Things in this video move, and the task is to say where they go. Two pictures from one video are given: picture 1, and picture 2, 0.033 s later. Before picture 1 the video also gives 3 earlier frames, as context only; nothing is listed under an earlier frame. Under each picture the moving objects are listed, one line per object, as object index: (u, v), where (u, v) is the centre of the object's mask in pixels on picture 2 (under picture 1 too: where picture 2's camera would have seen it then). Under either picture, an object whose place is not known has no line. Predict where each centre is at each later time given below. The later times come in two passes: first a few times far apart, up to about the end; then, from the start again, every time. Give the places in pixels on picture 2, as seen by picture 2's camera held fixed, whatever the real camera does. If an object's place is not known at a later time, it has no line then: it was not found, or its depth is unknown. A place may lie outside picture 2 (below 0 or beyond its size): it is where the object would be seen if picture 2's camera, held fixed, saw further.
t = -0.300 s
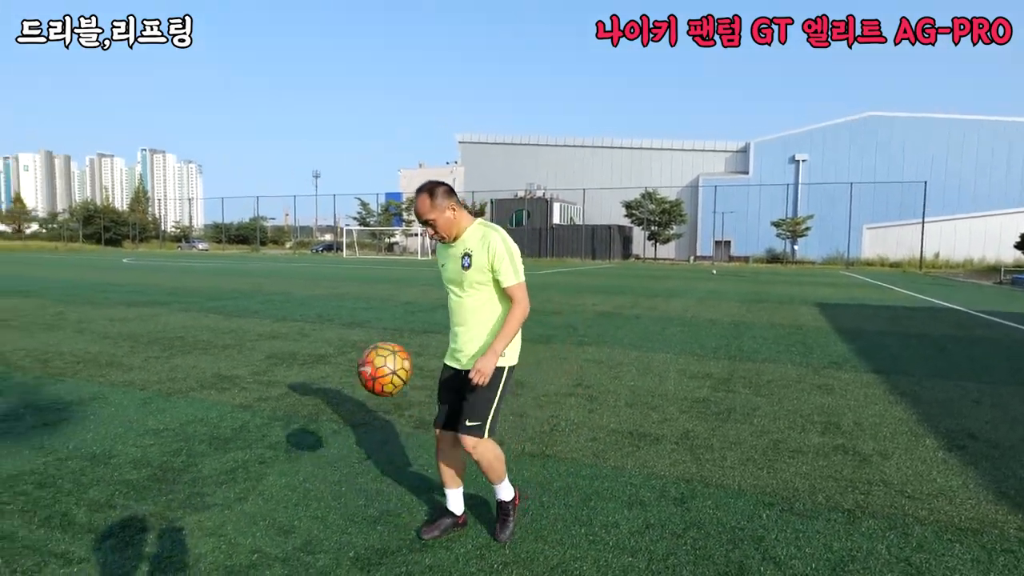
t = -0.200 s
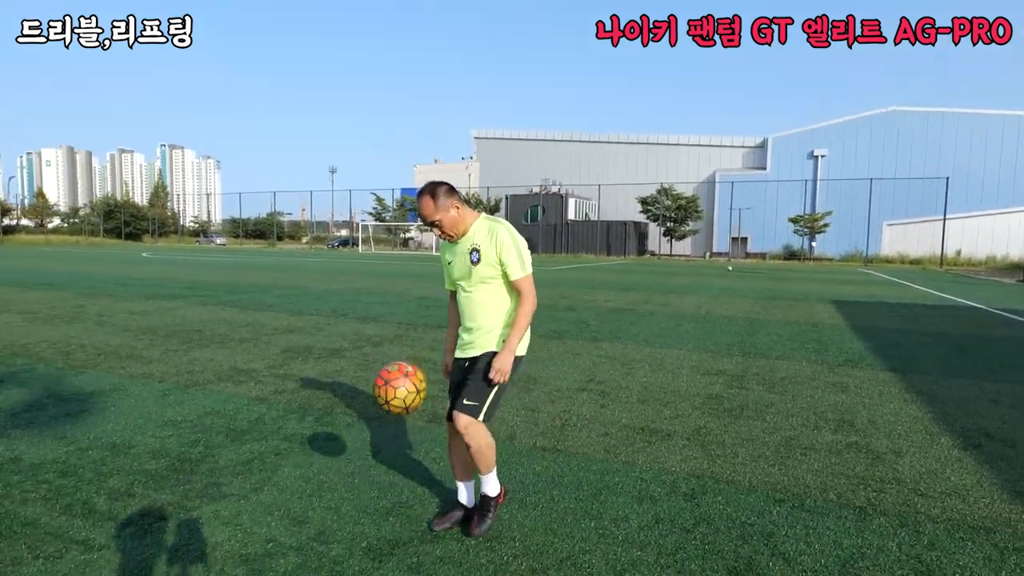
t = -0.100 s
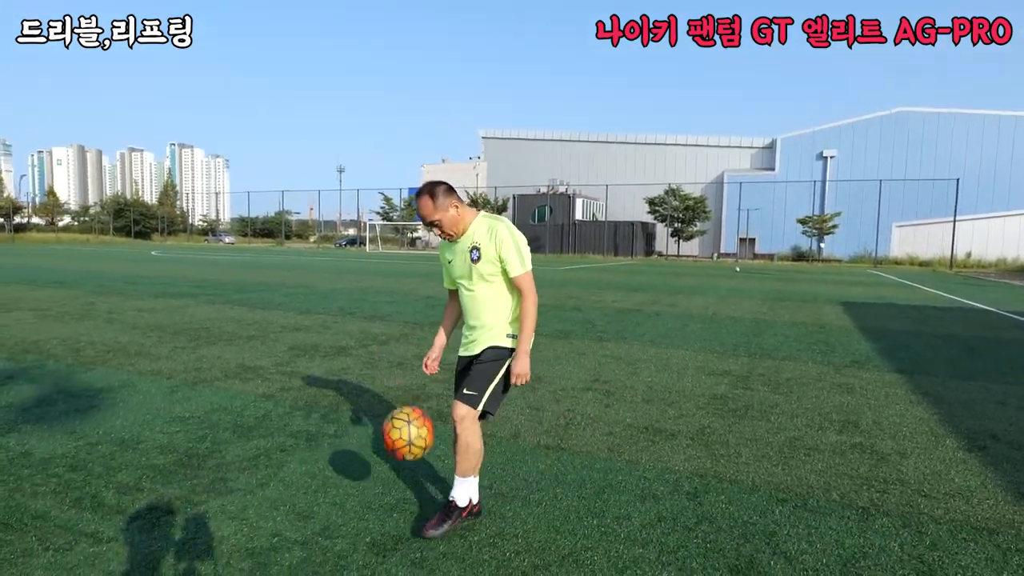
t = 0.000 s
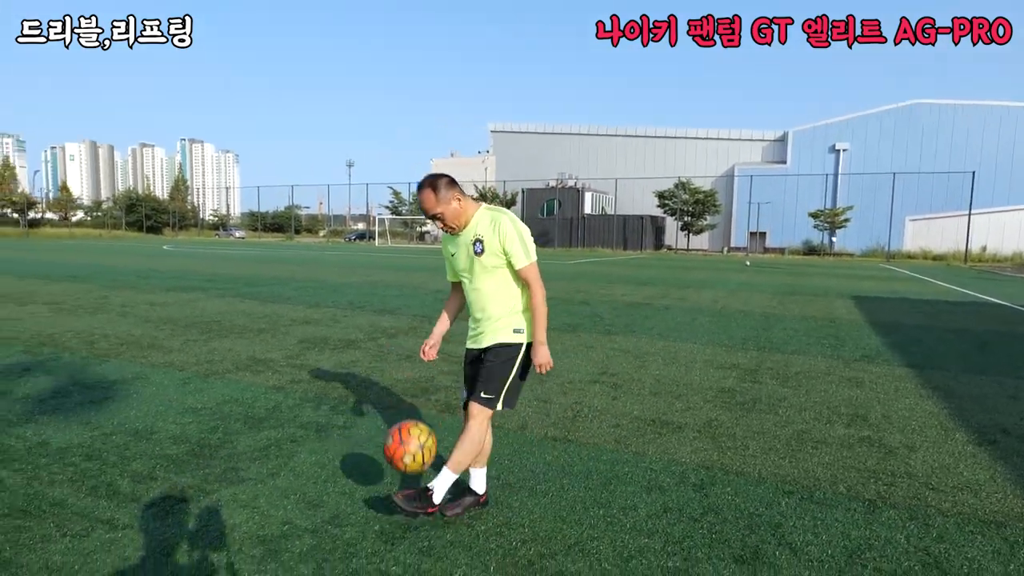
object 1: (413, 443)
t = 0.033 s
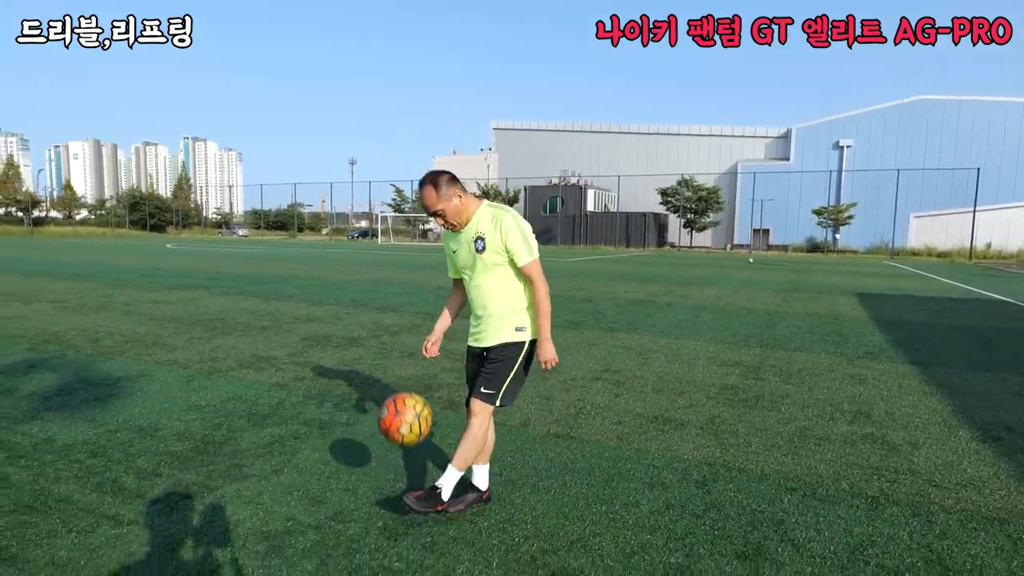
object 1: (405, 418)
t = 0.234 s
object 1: (356, 314)
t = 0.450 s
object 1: (296, 305)
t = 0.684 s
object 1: (224, 447)
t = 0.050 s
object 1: (401, 407)
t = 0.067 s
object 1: (397, 396)
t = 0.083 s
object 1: (394, 386)
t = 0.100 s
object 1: (390, 375)
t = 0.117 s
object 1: (386, 365)
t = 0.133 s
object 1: (381, 356)
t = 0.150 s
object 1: (377, 348)
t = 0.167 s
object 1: (373, 340)
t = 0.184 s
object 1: (369, 332)
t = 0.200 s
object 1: (364, 326)
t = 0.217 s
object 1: (360, 319)
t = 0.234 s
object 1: (356, 314)
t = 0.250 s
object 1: (352, 309)
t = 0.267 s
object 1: (348, 305)
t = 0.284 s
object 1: (343, 301)
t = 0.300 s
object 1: (338, 298)
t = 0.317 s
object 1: (334, 296)
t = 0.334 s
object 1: (330, 295)
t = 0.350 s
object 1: (325, 294)
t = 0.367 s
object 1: (321, 294)
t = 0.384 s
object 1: (316, 294)
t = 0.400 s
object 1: (311, 296)
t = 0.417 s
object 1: (305, 298)
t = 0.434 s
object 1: (301, 301)
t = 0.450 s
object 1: (296, 305)
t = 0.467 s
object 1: (291, 309)
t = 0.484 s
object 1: (286, 315)
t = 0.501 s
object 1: (281, 321)
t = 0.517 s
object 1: (276, 328)
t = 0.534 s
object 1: (271, 336)
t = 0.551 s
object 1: (266, 345)
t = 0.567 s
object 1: (261, 354)
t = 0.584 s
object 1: (256, 365)
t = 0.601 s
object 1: (250, 376)
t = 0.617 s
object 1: (244, 388)
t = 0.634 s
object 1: (239, 402)
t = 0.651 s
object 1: (234, 416)
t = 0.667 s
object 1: (229, 431)
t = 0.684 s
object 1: (224, 447)
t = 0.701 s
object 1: (218, 463)
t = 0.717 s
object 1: (213, 480)
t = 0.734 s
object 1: (207, 499)
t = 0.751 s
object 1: (201, 519)
